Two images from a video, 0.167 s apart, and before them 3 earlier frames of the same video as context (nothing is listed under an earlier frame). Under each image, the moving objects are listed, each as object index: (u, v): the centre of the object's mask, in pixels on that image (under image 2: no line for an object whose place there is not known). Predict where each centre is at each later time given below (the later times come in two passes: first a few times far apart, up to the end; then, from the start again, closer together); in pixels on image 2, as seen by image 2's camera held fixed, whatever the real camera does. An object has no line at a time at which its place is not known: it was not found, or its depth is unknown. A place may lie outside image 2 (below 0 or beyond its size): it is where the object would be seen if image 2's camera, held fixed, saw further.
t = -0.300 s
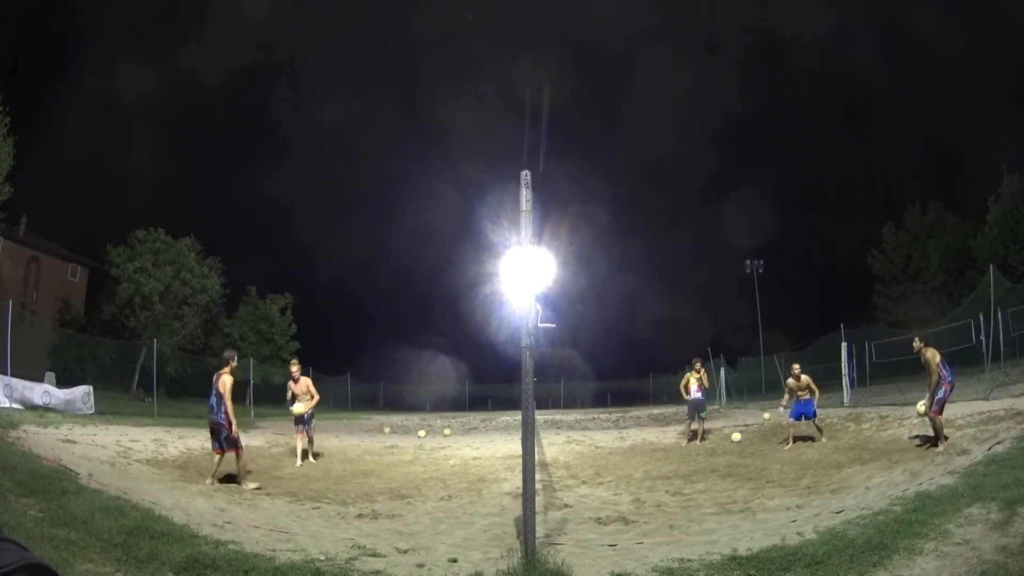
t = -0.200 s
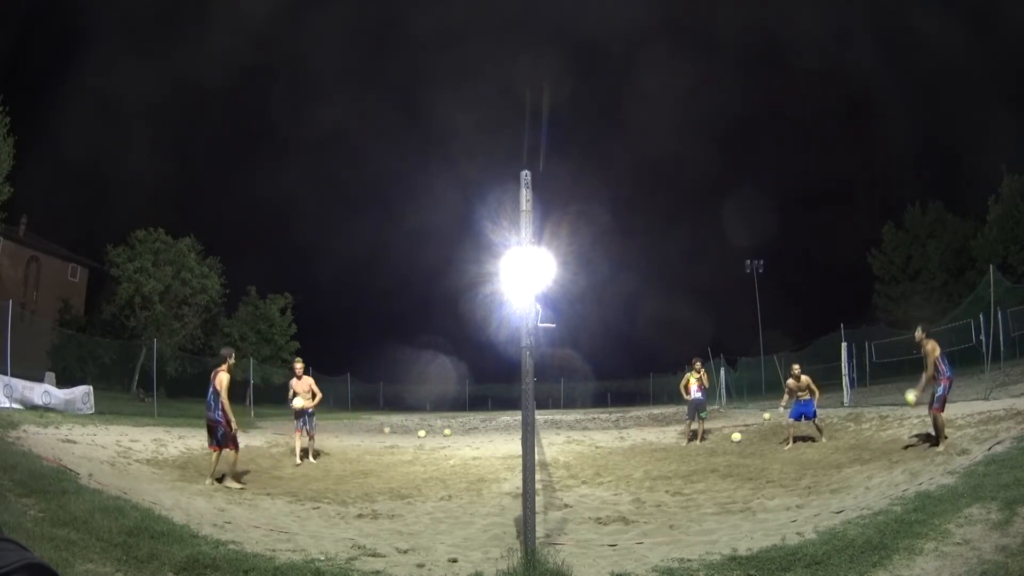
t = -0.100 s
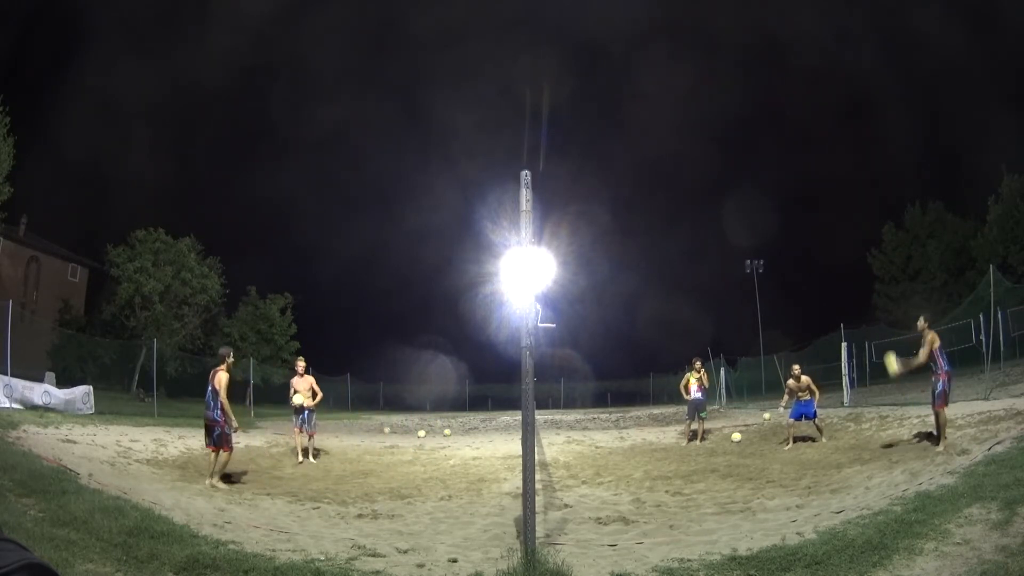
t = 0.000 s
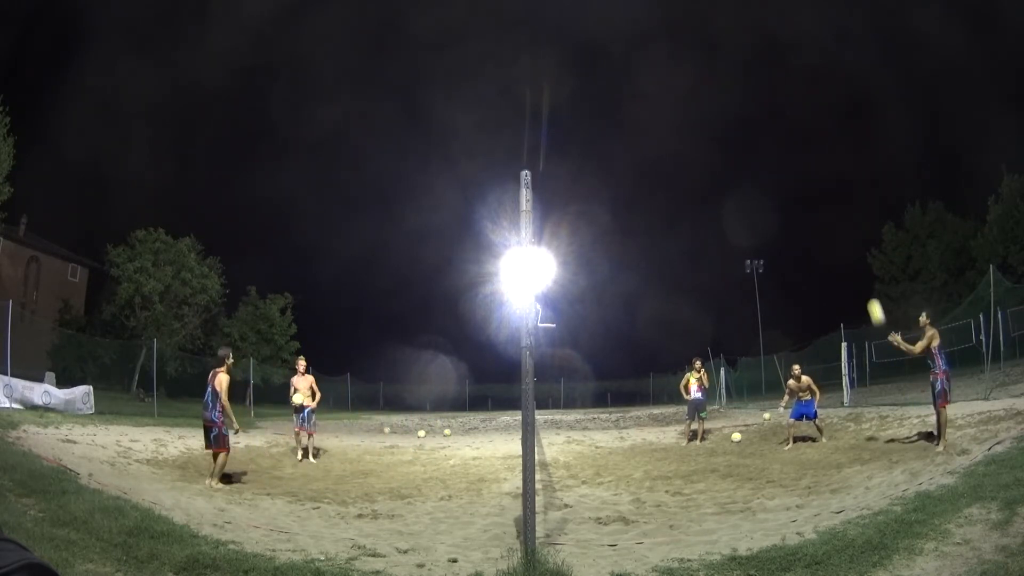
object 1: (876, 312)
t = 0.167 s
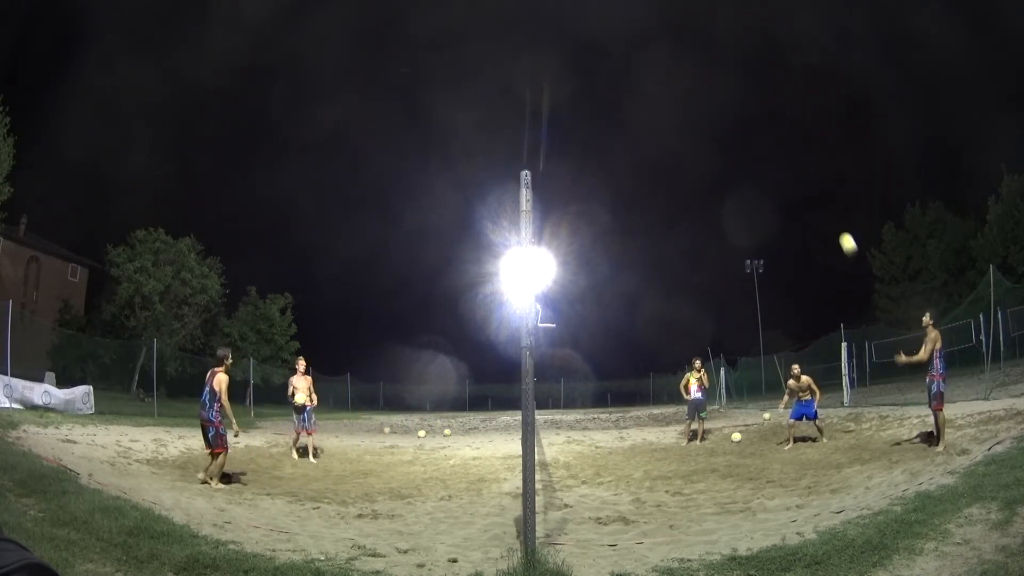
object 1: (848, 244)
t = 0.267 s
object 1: (831, 214)
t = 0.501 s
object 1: (798, 177)
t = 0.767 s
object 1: (770, 177)
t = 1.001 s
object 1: (753, 211)
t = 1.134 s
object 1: (745, 247)
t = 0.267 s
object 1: (831, 214)
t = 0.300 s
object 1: (826, 206)
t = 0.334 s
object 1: (820, 200)
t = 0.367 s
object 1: (815, 193)
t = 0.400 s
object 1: (810, 188)
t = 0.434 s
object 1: (806, 184)
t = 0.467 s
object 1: (802, 180)
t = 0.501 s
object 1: (798, 177)
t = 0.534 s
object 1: (794, 175)
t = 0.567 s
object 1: (790, 173)
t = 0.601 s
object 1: (786, 172)
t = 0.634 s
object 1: (782, 172)
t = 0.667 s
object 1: (779, 172)
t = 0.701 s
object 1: (776, 173)
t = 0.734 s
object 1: (773, 174)
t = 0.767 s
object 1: (770, 177)
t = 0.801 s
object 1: (767, 180)
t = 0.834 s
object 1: (765, 183)
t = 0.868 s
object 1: (762, 187)
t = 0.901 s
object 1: (760, 192)
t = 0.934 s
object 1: (757, 198)
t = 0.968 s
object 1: (755, 204)
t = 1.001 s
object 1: (753, 211)
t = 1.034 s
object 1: (751, 219)
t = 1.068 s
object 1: (749, 228)
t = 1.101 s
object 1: (747, 237)
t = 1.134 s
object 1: (745, 247)
